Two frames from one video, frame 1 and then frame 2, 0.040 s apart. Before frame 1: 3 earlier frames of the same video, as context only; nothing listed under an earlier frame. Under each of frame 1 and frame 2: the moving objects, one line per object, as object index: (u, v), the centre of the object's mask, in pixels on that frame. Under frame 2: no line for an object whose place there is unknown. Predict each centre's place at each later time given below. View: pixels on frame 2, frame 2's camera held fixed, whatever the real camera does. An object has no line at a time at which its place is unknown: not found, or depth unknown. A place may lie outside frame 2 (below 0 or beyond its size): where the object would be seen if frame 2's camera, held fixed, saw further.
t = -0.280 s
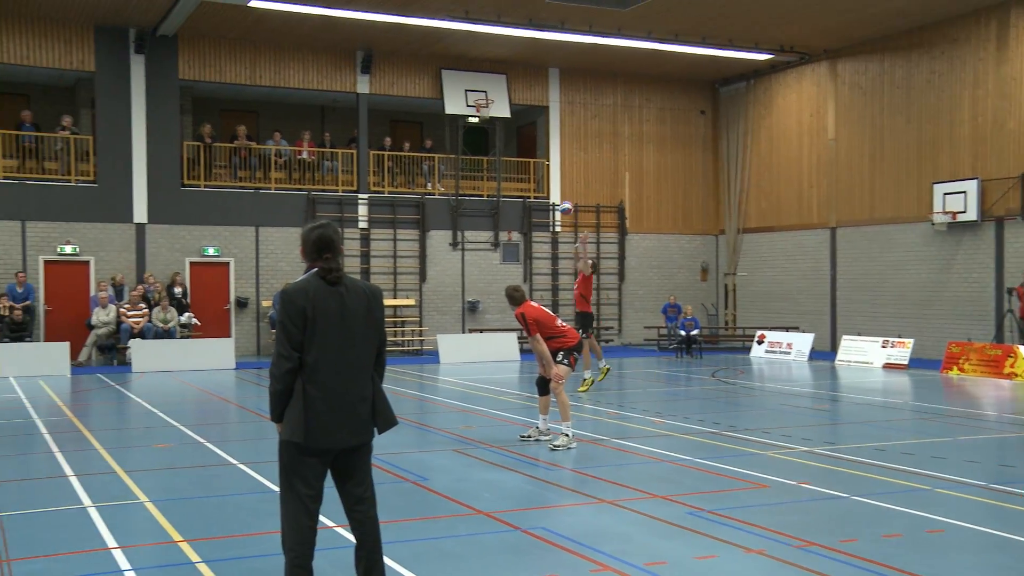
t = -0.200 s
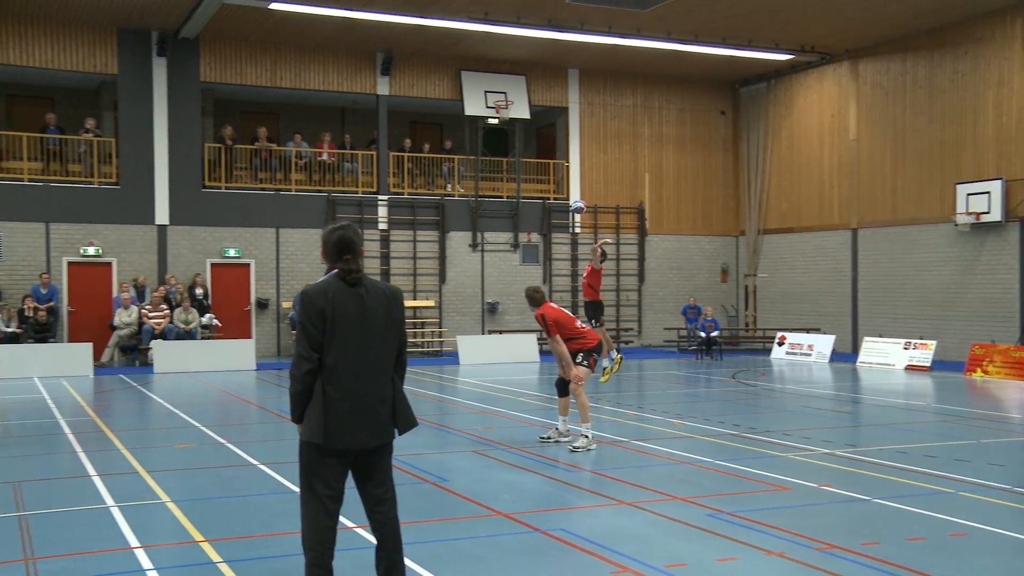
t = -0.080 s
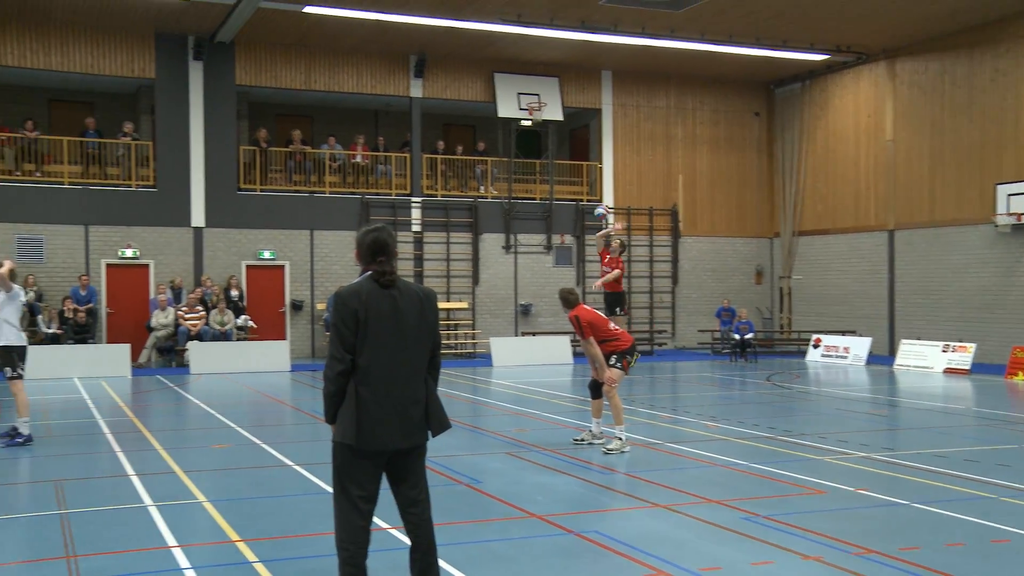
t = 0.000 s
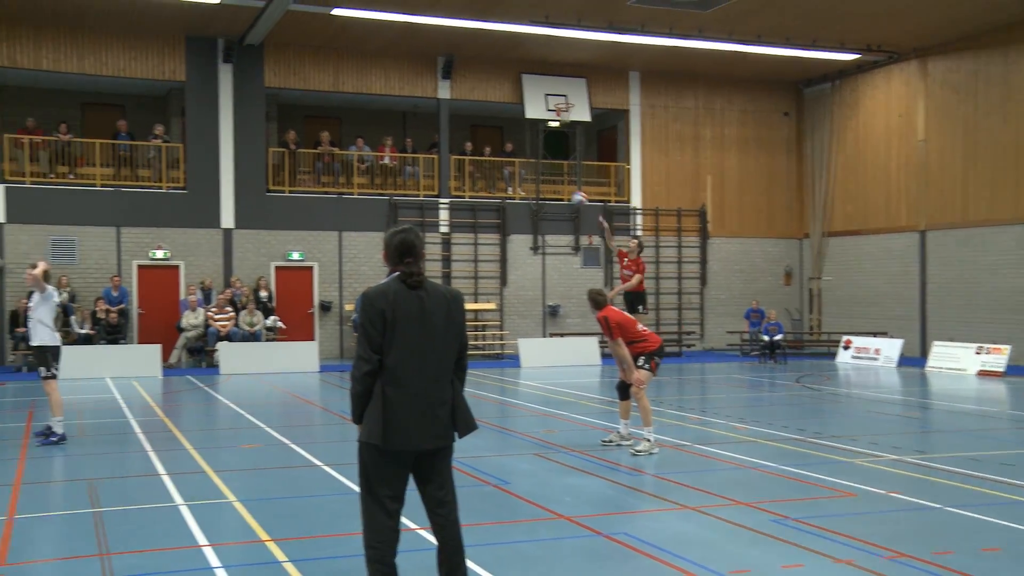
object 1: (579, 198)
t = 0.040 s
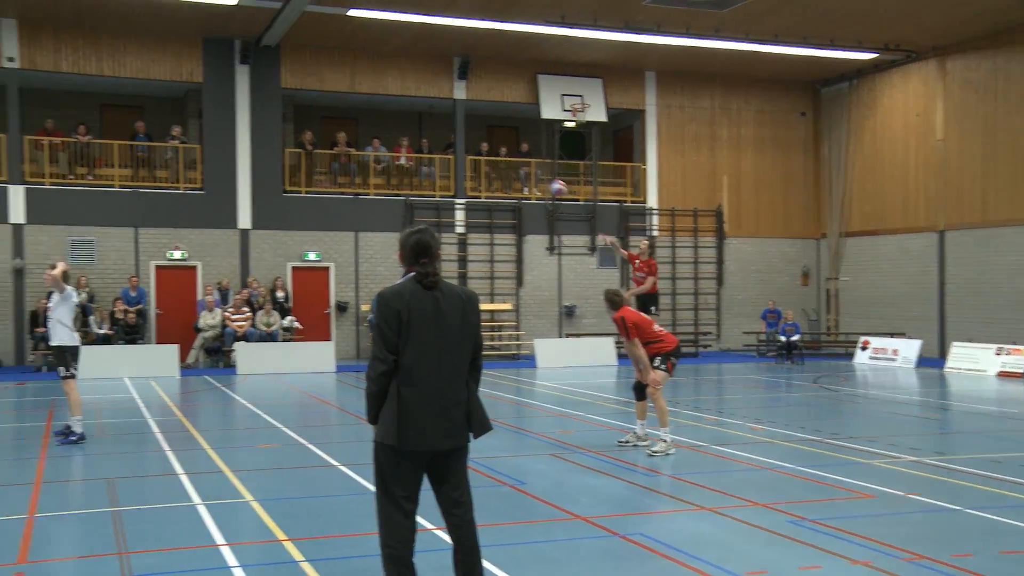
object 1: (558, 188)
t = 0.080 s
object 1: (522, 177)
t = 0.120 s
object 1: (485, 165)
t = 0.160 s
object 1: (446, 153)
